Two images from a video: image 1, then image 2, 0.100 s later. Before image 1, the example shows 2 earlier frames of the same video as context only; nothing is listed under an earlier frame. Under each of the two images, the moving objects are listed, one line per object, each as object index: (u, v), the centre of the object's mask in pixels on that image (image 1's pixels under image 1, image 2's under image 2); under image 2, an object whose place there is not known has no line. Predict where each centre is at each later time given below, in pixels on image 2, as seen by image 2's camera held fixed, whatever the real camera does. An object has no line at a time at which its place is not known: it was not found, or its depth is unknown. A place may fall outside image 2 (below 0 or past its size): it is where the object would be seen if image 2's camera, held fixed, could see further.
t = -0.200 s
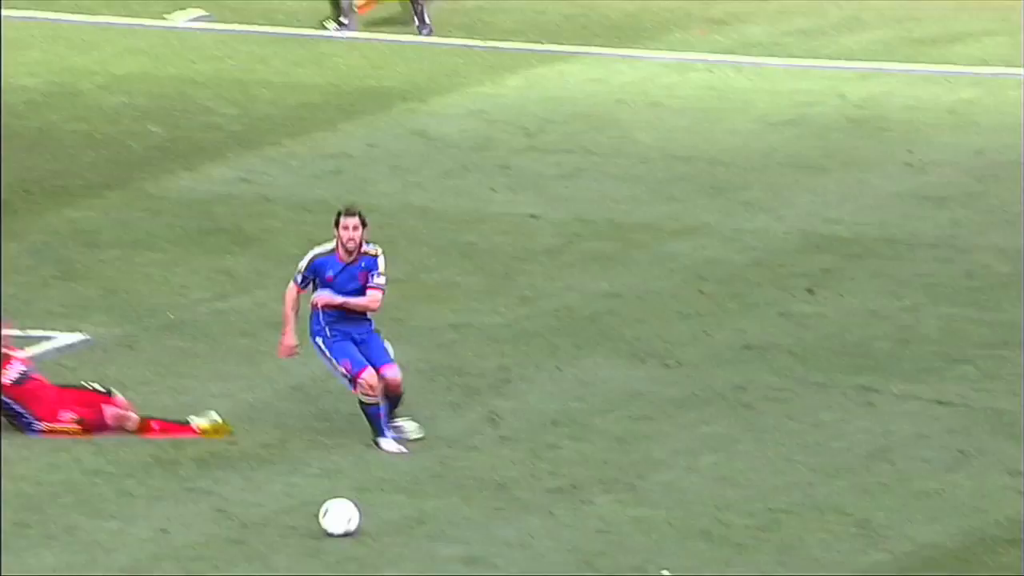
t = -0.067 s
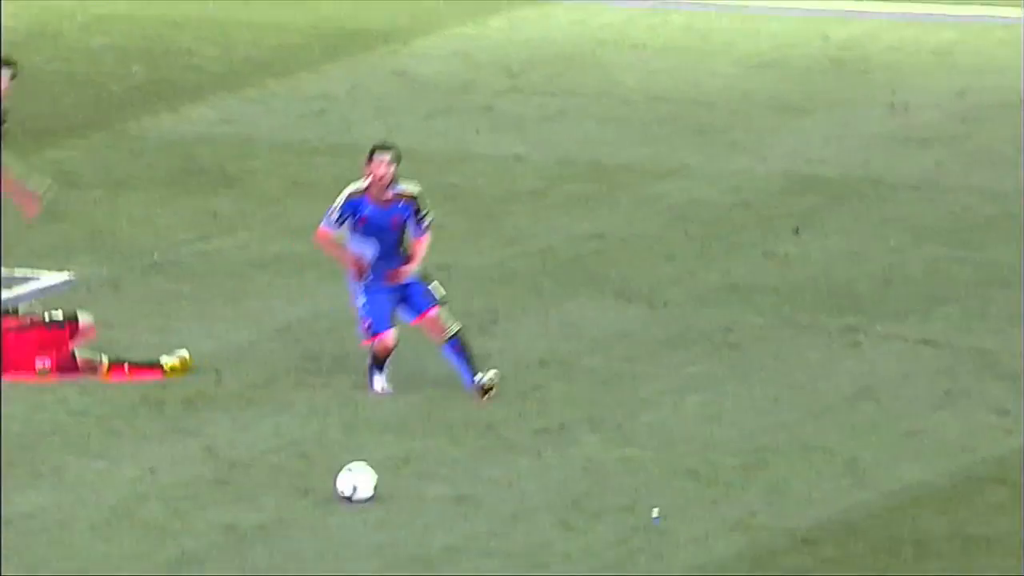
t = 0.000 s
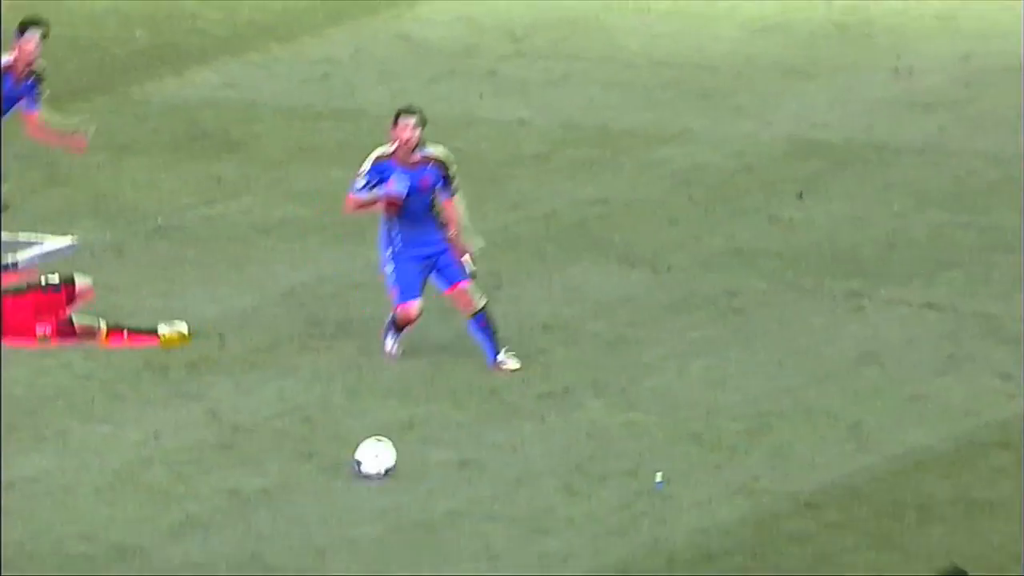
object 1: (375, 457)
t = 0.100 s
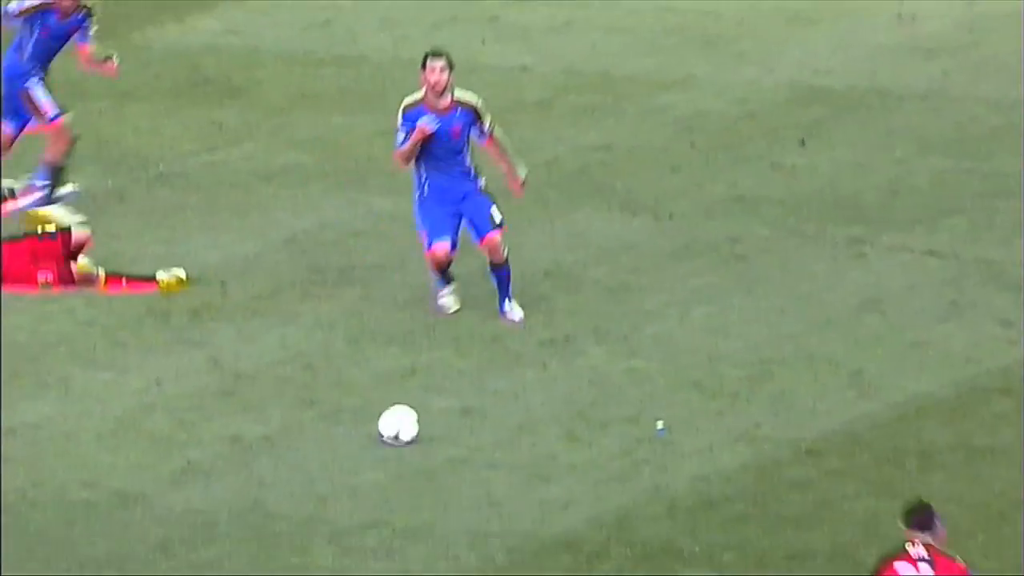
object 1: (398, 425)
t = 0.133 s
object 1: (405, 430)
